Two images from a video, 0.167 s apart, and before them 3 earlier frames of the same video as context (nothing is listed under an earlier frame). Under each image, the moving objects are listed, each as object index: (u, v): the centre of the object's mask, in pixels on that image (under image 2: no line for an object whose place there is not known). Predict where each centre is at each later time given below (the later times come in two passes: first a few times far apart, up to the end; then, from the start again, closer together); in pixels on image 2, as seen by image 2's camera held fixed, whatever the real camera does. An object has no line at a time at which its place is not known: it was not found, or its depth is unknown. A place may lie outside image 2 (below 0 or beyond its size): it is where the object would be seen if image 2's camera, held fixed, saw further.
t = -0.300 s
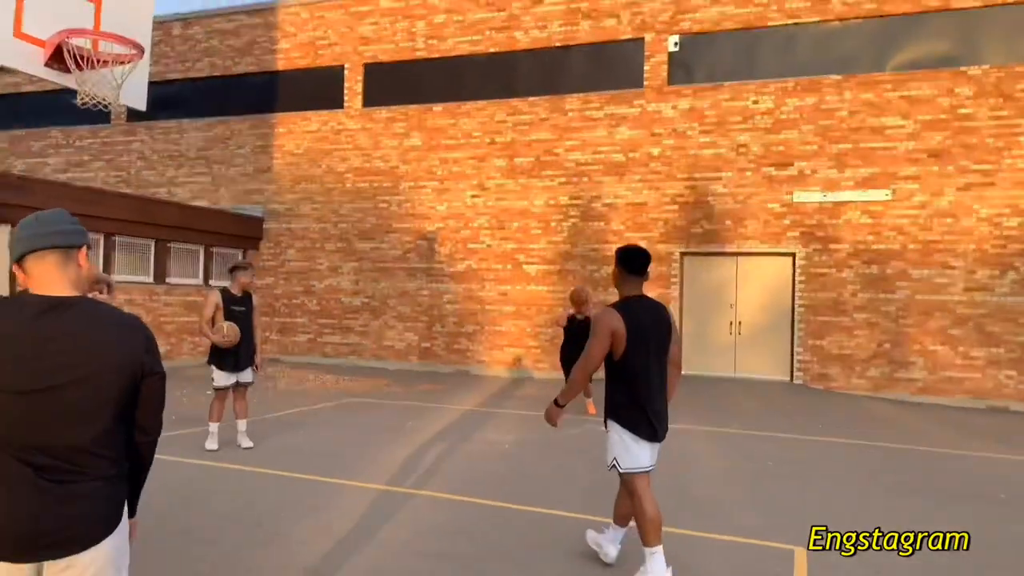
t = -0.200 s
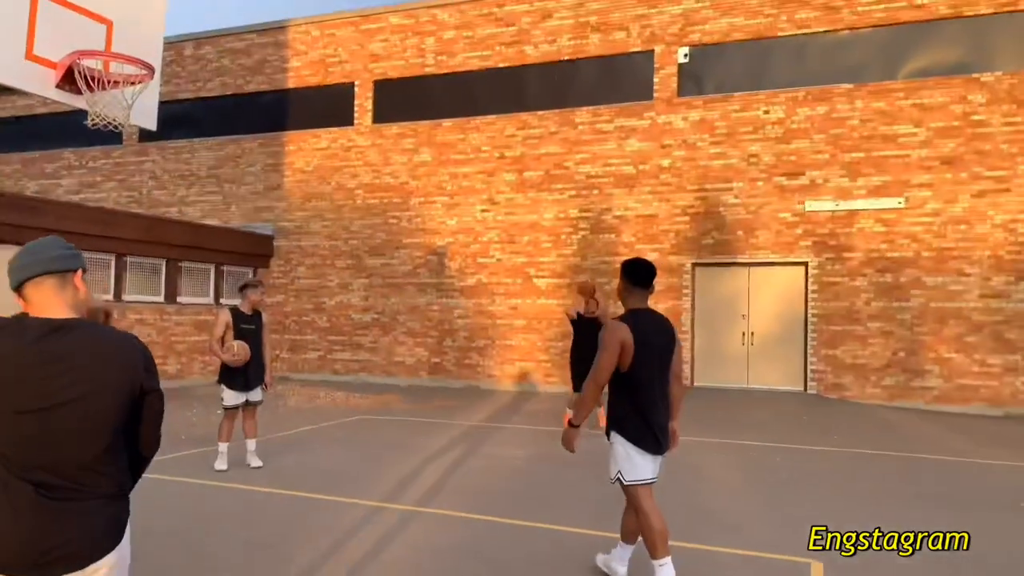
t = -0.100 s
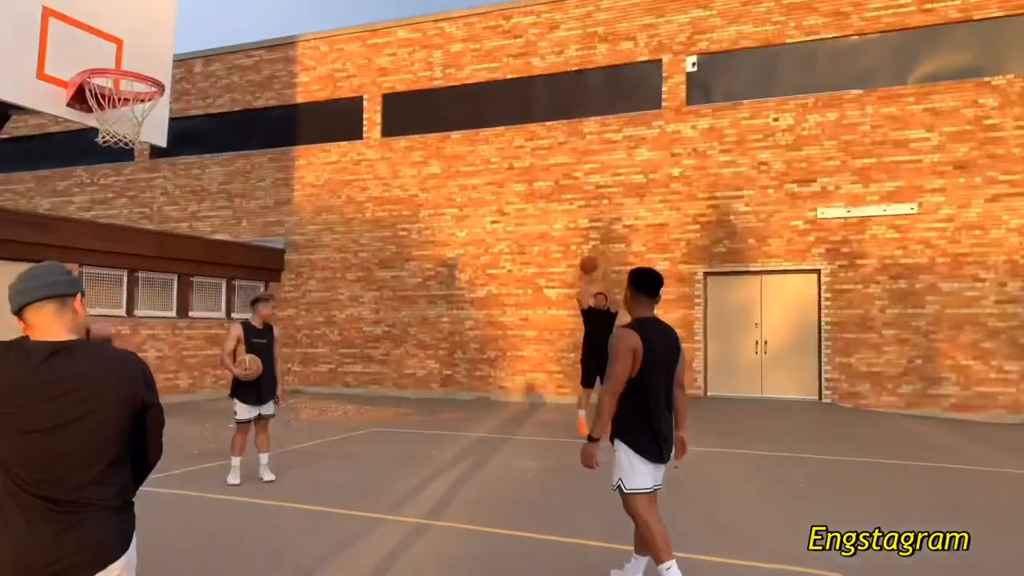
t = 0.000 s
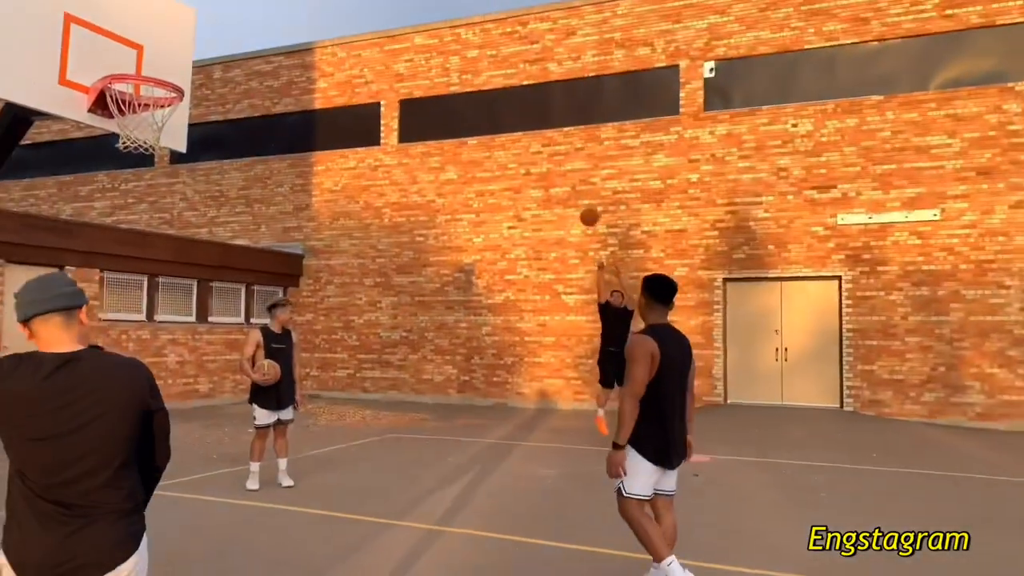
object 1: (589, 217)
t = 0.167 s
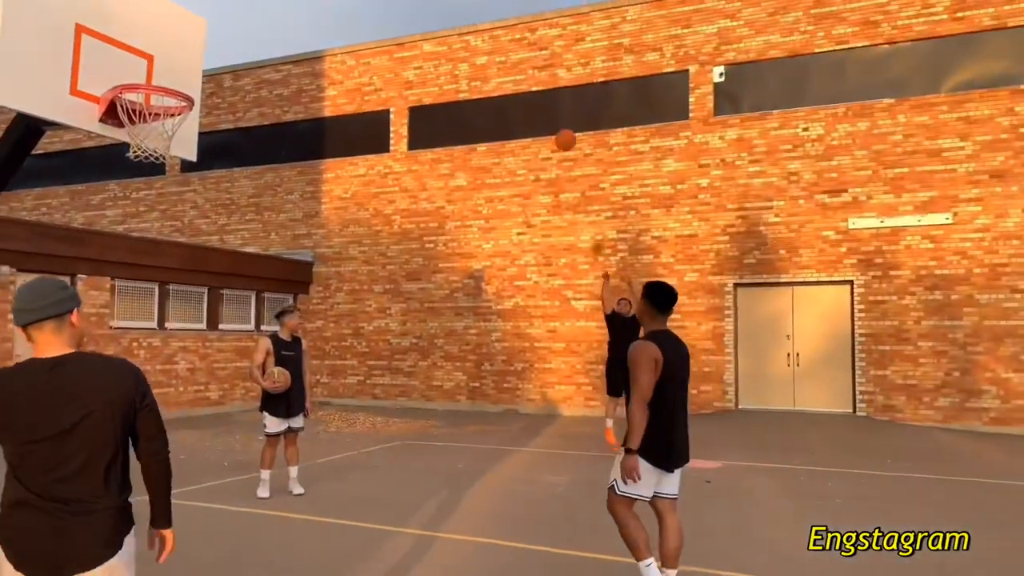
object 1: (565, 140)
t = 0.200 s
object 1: (558, 124)
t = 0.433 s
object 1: (500, 34)
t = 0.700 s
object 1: (418, -13)
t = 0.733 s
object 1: (401, -19)
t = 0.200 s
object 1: (558, 124)
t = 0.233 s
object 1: (550, 110)
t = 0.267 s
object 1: (543, 96)
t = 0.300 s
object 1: (535, 82)
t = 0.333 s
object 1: (527, 69)
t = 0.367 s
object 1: (519, 57)
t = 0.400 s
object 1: (509, 45)
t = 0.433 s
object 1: (500, 34)
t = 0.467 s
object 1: (492, 26)
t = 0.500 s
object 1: (484, 20)
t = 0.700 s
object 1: (418, -13)
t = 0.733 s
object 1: (401, -19)
